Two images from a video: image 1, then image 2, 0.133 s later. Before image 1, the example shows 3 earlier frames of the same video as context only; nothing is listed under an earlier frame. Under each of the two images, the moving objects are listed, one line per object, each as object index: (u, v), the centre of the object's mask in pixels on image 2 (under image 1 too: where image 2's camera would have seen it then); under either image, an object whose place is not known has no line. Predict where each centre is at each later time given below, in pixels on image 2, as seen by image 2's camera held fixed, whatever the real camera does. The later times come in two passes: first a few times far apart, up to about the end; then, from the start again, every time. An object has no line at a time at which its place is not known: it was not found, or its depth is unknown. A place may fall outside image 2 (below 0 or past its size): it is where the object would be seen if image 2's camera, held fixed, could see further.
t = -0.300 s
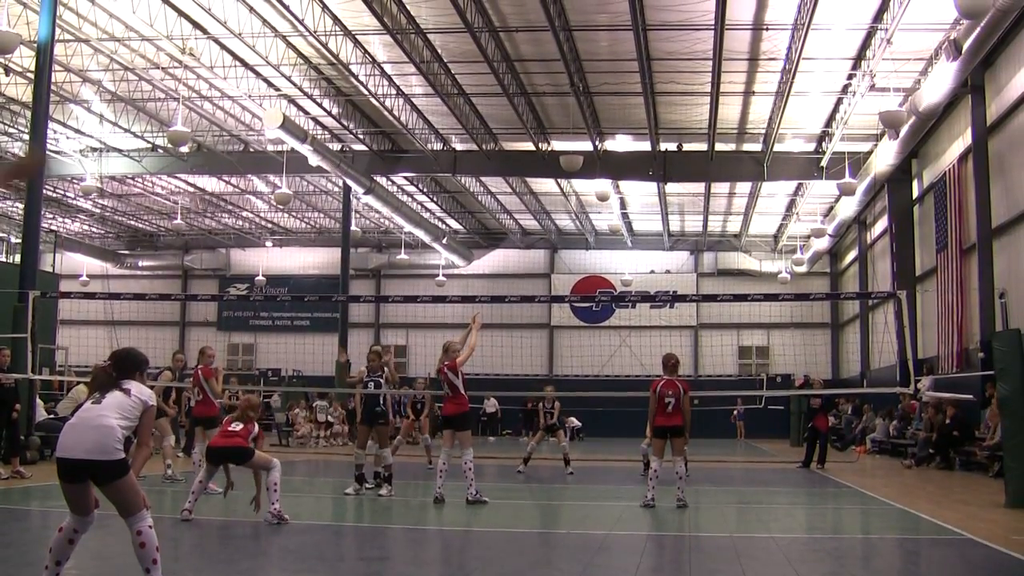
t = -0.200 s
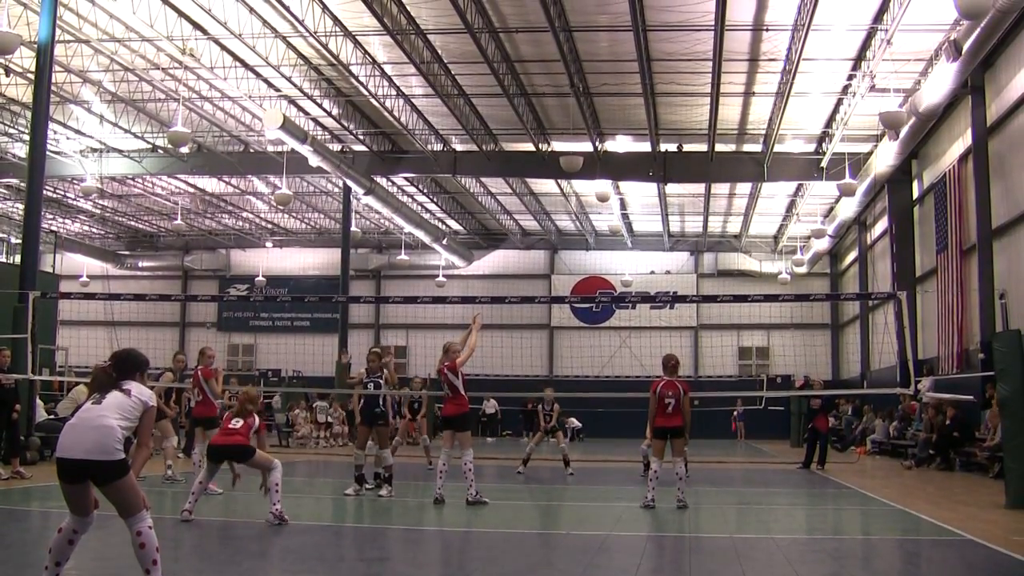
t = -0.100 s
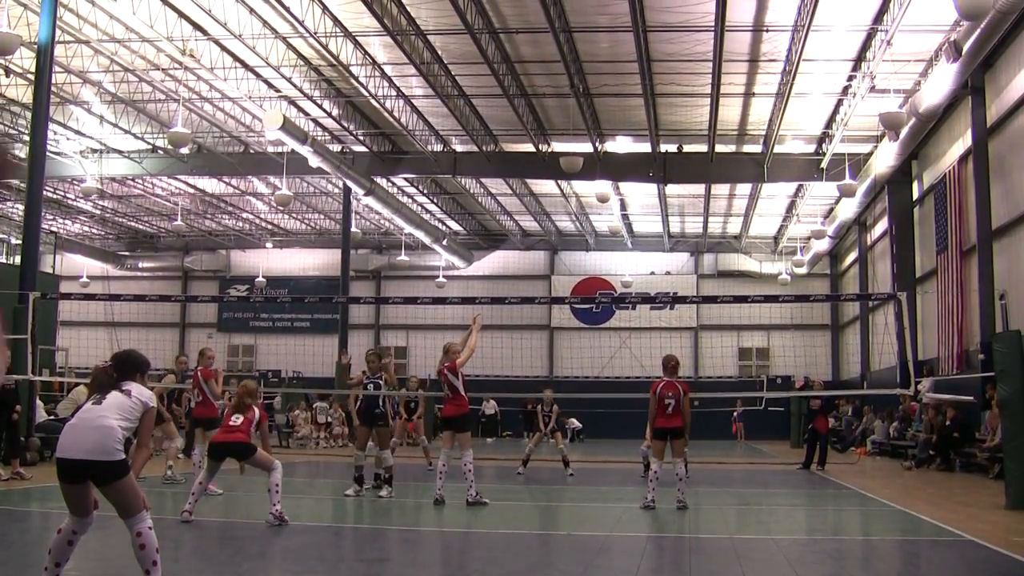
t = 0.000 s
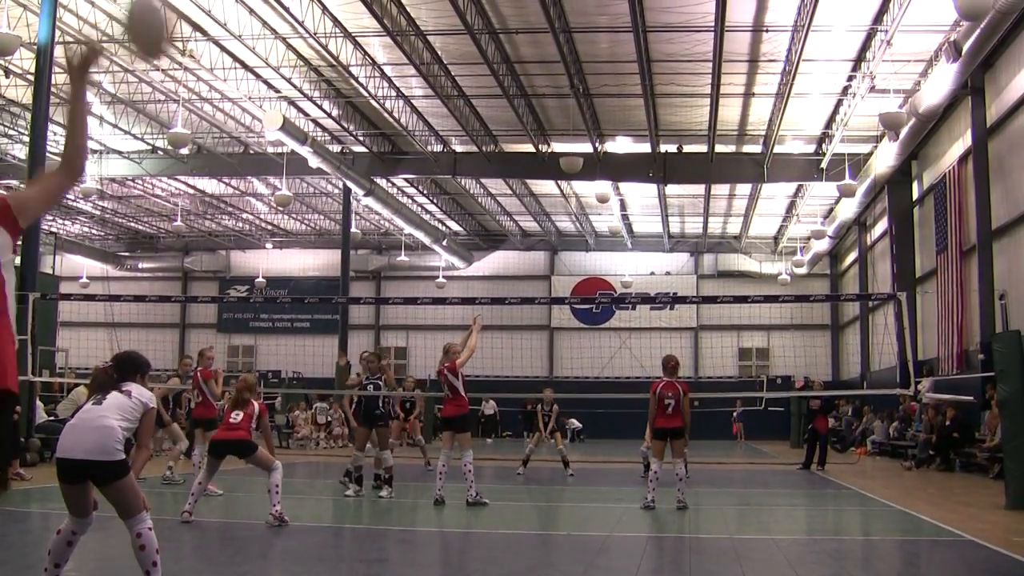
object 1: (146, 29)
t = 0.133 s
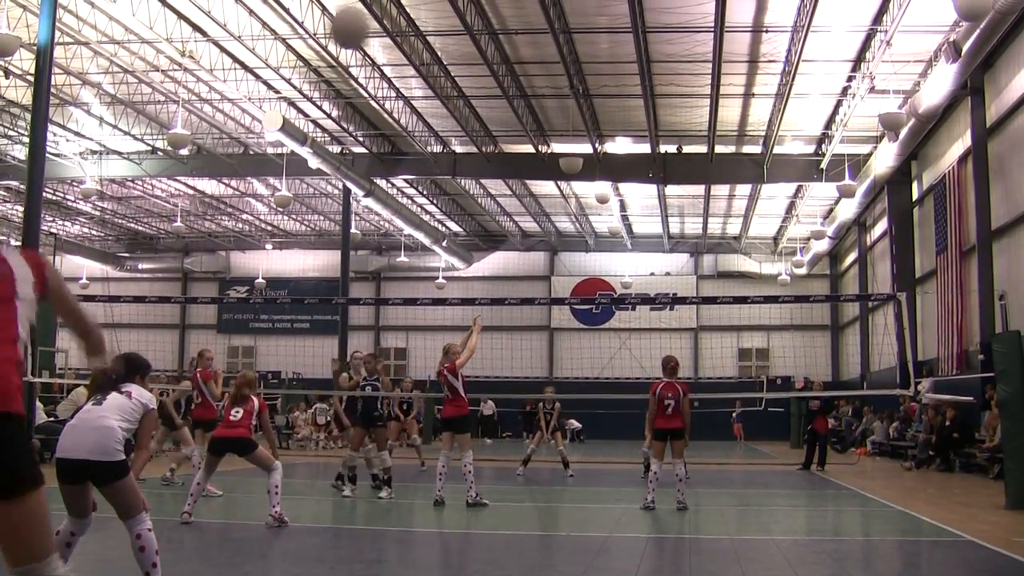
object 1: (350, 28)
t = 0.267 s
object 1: (431, 52)
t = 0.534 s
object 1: (507, 126)
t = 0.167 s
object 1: (377, 32)
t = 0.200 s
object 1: (398, 39)
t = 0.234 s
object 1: (417, 45)
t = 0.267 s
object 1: (431, 52)
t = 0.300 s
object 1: (446, 60)
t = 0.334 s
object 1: (459, 69)
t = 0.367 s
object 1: (467, 78)
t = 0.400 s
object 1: (478, 87)
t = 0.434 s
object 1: (486, 97)
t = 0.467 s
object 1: (494, 106)
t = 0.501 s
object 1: (501, 117)
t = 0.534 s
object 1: (507, 126)
